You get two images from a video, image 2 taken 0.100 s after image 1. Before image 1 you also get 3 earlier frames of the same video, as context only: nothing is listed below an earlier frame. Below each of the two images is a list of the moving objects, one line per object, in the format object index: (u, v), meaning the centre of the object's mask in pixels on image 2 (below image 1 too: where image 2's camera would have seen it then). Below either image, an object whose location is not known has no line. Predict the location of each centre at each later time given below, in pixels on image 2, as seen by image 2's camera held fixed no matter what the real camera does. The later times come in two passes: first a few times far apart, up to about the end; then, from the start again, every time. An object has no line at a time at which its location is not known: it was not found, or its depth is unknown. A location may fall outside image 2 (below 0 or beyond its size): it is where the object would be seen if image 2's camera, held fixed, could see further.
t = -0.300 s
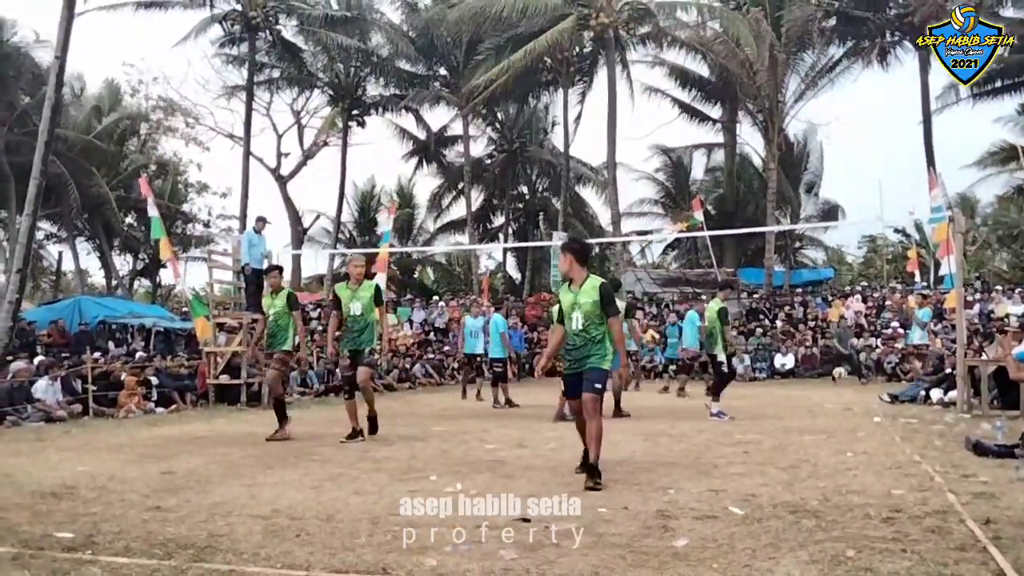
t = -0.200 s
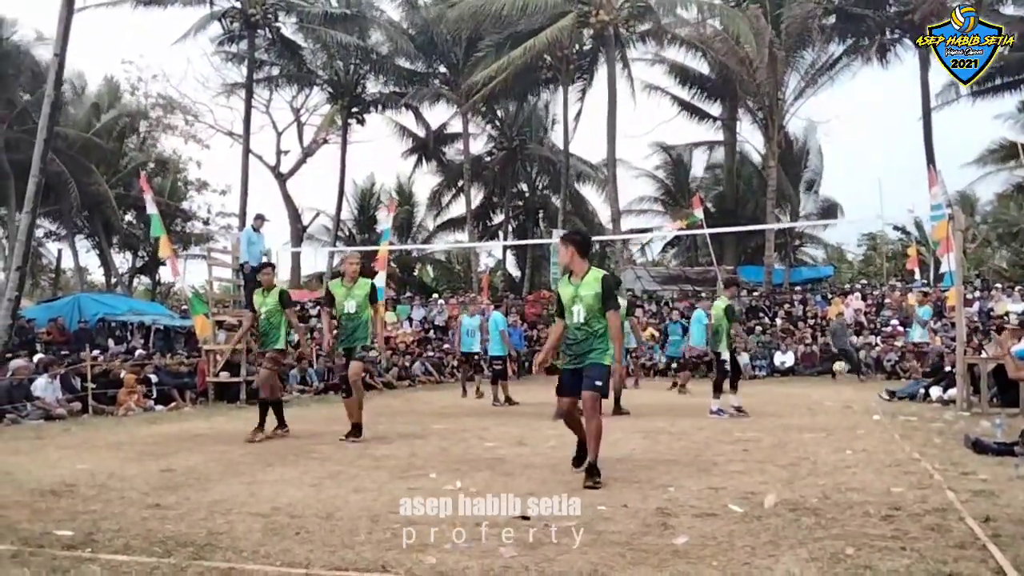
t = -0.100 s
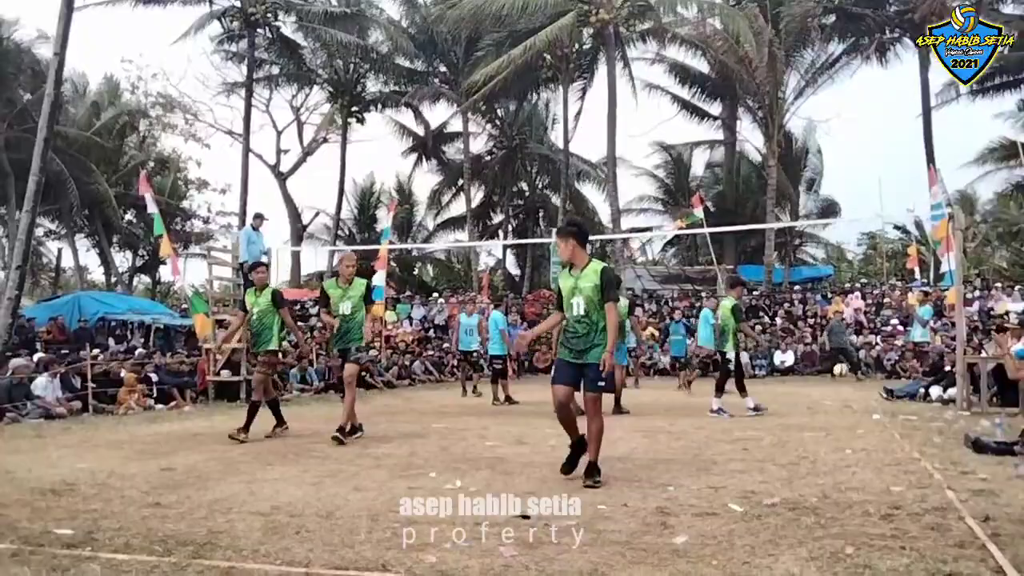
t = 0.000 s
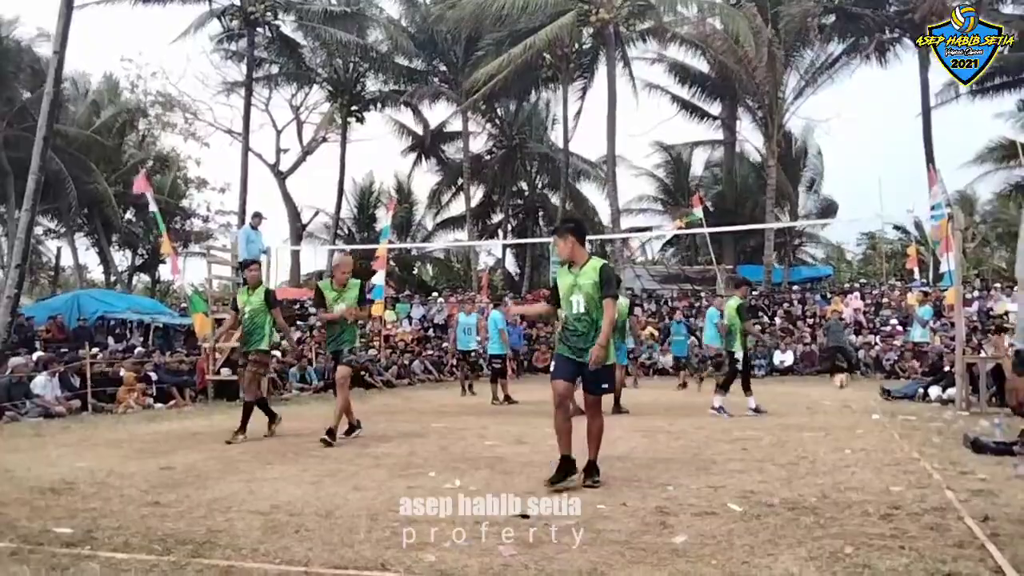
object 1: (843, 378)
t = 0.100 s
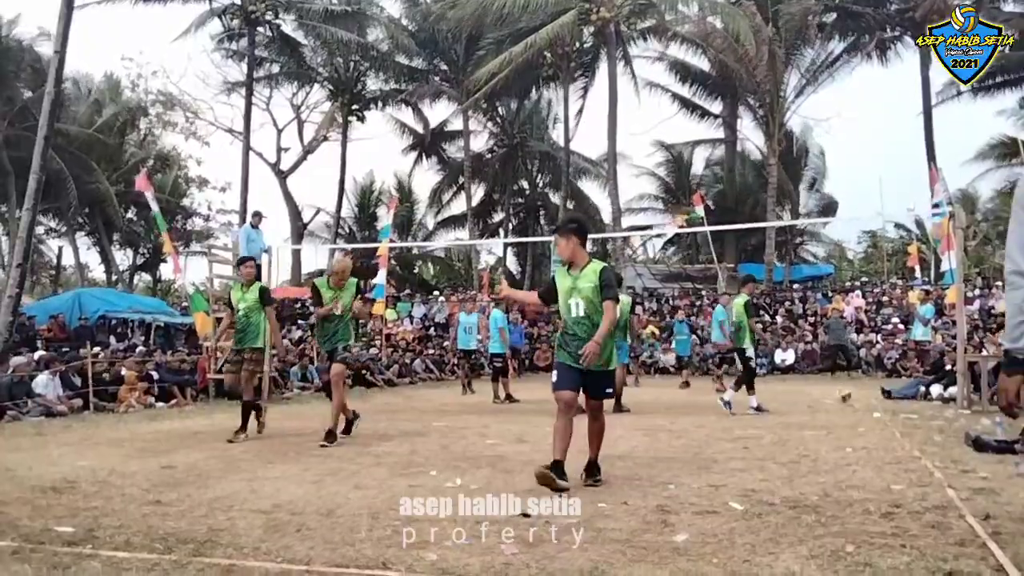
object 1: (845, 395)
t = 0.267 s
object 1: (844, 374)
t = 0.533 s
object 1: (853, 393)
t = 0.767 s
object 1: (854, 390)
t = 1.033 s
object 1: (857, 414)
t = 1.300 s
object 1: (855, 409)
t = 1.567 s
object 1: (852, 455)
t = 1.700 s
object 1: (853, 461)
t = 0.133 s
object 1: (843, 388)
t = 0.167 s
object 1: (843, 383)
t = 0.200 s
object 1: (843, 379)
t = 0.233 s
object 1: (845, 376)
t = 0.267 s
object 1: (844, 374)
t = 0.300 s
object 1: (845, 373)
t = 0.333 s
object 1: (846, 373)
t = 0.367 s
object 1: (846, 373)
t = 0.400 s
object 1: (847, 375)
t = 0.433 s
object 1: (849, 377)
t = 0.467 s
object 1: (850, 381)
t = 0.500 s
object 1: (851, 386)
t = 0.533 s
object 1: (853, 393)
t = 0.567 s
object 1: (852, 400)
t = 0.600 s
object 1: (854, 409)
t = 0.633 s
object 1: (855, 409)
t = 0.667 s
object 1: (854, 401)
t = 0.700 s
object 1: (854, 396)
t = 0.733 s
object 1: (854, 393)
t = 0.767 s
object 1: (854, 390)
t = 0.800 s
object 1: (854, 388)
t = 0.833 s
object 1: (854, 388)
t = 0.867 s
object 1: (855, 387)
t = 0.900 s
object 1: (854, 390)
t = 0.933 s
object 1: (855, 393)
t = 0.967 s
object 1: (857, 398)
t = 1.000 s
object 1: (857, 405)
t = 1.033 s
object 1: (857, 414)
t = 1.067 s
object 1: (857, 424)
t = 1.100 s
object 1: (859, 428)
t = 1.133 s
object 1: (858, 422)
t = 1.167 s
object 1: (857, 416)
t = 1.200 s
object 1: (856, 413)
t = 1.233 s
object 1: (856, 410)
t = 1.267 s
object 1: (856, 409)
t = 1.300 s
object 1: (855, 409)
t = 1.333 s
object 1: (855, 412)
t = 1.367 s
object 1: (855, 416)
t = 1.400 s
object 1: (854, 420)
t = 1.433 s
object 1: (853, 429)
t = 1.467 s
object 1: (854, 439)
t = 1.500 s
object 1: (854, 452)
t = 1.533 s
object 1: (854, 460)
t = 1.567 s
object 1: (852, 455)
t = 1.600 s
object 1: (853, 453)
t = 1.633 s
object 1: (854, 453)
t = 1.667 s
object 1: (853, 456)
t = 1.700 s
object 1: (853, 461)
